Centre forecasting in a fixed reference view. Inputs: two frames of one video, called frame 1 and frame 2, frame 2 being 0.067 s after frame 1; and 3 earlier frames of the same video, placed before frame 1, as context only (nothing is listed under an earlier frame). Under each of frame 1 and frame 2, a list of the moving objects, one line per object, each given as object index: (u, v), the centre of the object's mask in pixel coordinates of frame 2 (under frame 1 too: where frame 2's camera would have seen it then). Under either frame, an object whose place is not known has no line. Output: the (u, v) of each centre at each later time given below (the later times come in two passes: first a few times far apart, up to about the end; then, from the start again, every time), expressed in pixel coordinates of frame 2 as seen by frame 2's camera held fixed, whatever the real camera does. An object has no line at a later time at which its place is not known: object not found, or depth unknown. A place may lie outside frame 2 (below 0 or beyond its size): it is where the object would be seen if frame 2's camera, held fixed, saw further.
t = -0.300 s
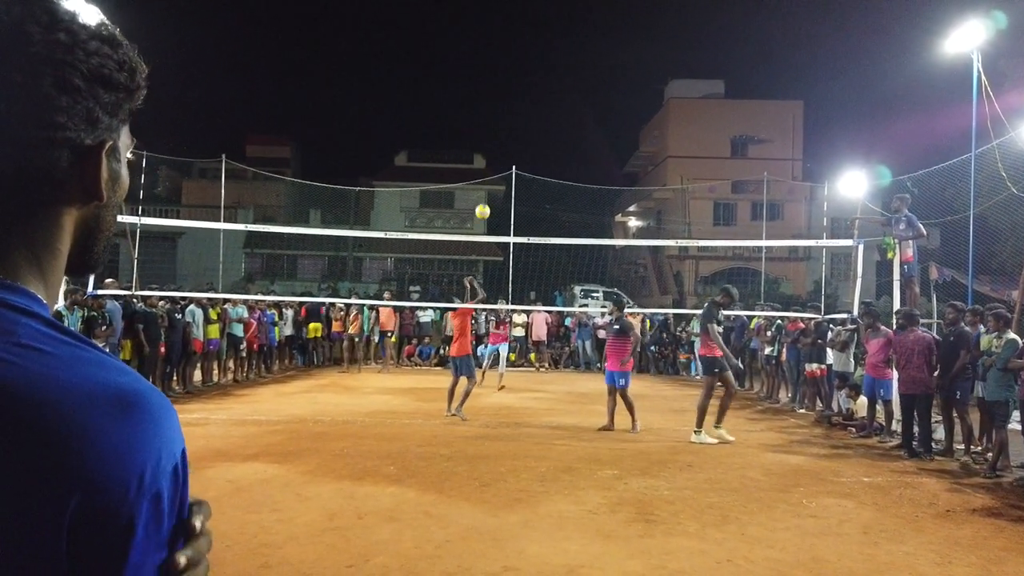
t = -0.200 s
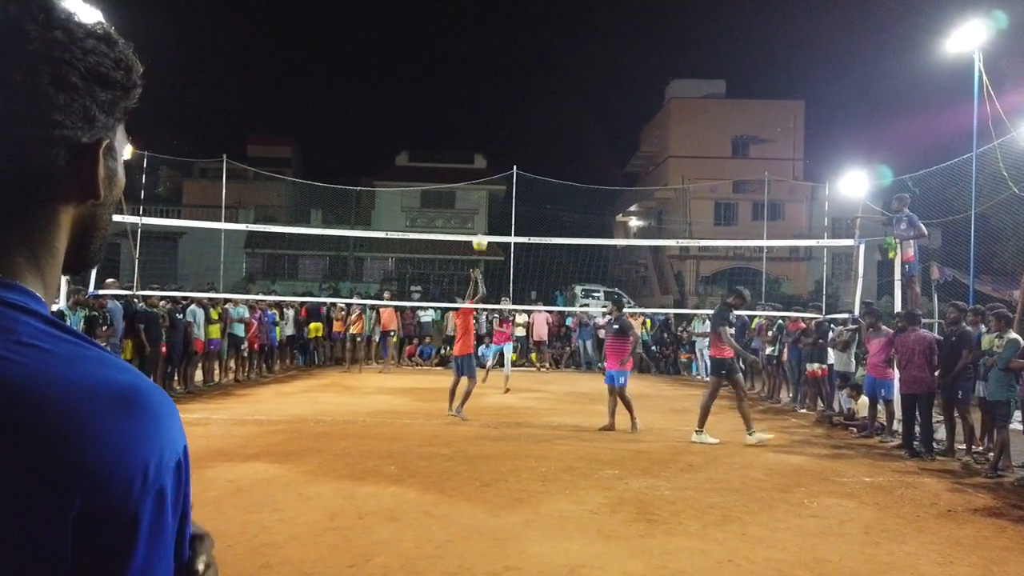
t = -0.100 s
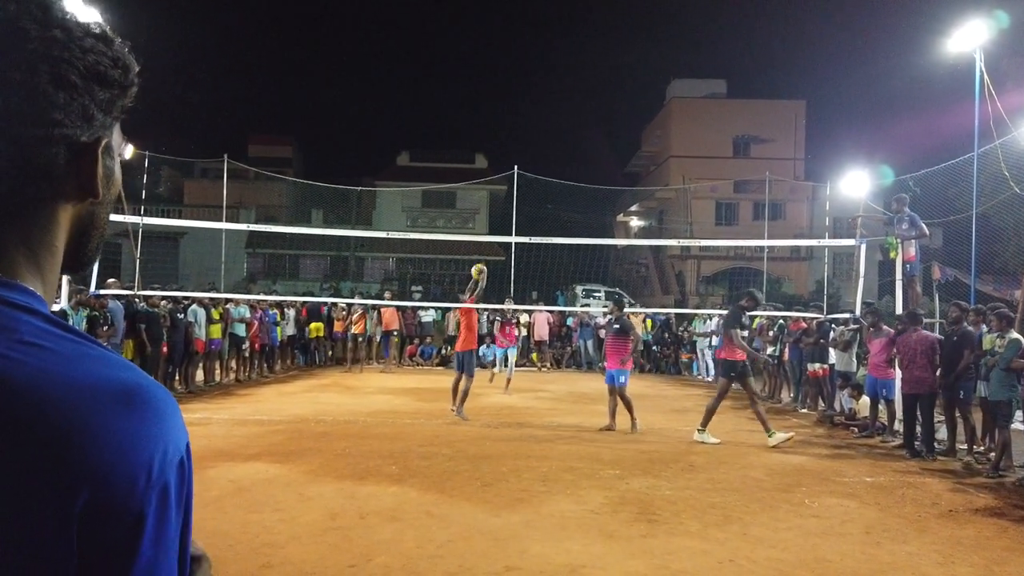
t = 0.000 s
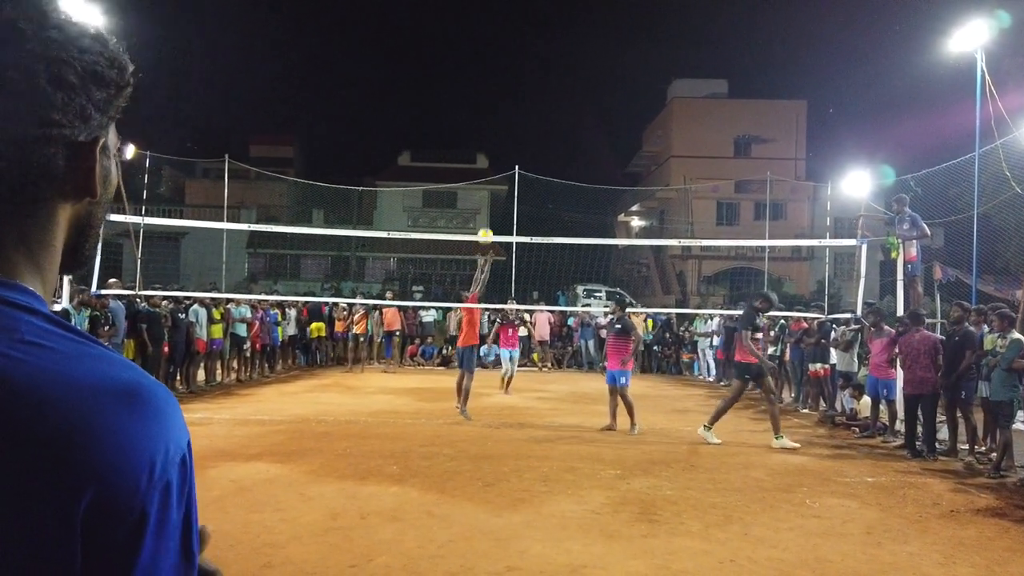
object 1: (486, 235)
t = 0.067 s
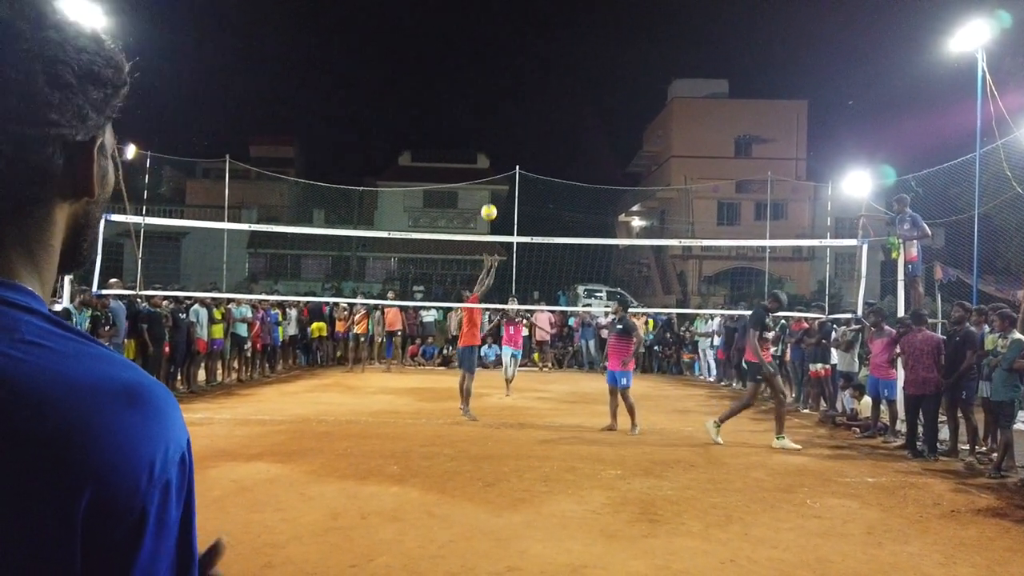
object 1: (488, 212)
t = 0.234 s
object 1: (496, 167)
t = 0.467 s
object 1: (506, 137)
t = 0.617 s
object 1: (511, 138)
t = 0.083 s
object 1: (489, 207)
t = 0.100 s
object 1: (490, 201)
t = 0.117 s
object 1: (491, 196)
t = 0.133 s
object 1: (491, 191)
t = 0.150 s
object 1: (492, 187)
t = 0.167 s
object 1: (493, 182)
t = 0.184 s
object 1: (494, 178)
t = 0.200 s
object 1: (494, 174)
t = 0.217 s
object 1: (495, 170)
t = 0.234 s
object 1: (496, 167)
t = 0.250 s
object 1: (496, 163)
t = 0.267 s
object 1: (497, 160)
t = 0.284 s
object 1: (498, 157)
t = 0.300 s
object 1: (499, 154)
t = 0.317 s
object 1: (499, 152)
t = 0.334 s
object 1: (500, 150)
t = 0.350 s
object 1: (501, 147)
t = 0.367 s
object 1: (502, 145)
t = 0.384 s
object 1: (502, 144)
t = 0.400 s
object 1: (503, 142)
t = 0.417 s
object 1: (504, 141)
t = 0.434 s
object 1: (504, 139)
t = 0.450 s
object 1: (505, 138)
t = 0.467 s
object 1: (506, 137)
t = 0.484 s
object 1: (506, 137)
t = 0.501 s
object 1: (507, 136)
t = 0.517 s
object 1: (508, 136)
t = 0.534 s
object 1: (508, 136)
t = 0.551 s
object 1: (509, 136)
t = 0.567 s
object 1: (509, 136)
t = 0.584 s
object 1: (510, 137)
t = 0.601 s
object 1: (511, 137)
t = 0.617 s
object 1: (511, 138)
